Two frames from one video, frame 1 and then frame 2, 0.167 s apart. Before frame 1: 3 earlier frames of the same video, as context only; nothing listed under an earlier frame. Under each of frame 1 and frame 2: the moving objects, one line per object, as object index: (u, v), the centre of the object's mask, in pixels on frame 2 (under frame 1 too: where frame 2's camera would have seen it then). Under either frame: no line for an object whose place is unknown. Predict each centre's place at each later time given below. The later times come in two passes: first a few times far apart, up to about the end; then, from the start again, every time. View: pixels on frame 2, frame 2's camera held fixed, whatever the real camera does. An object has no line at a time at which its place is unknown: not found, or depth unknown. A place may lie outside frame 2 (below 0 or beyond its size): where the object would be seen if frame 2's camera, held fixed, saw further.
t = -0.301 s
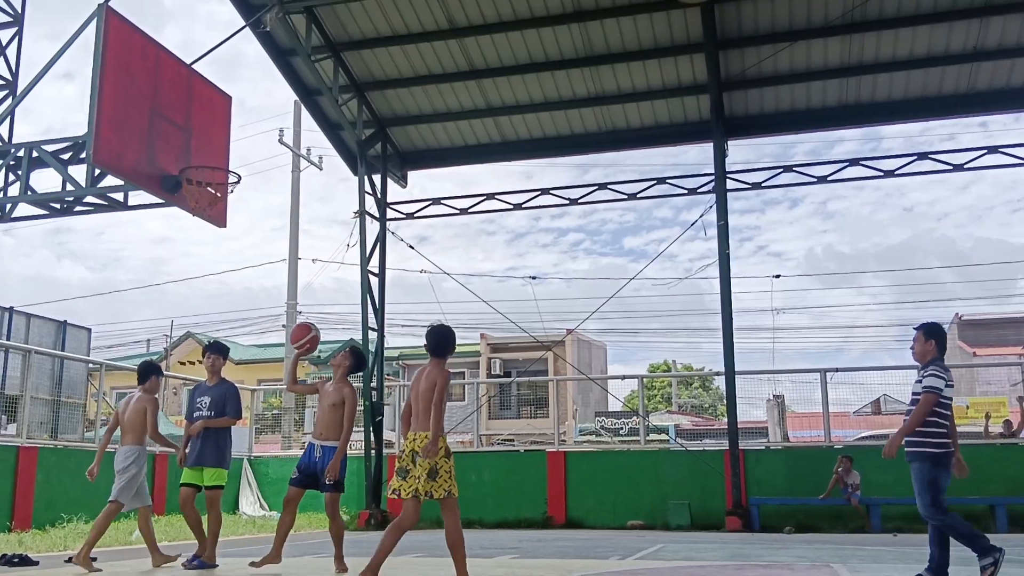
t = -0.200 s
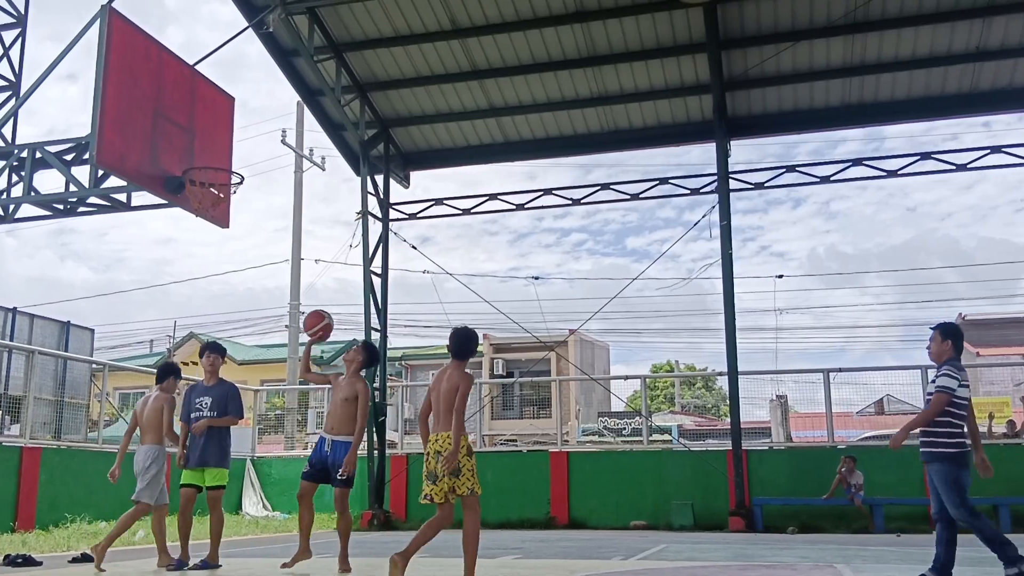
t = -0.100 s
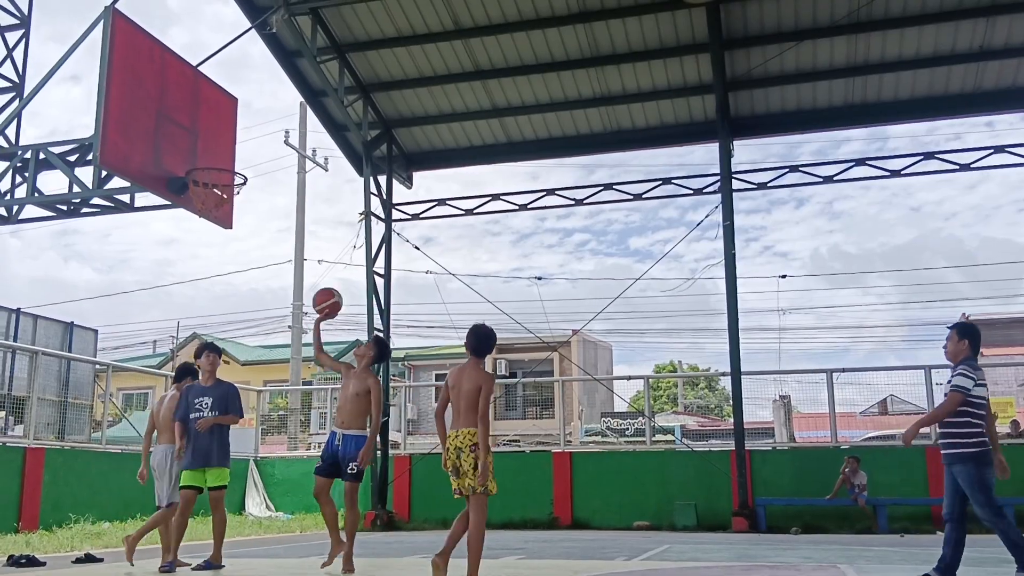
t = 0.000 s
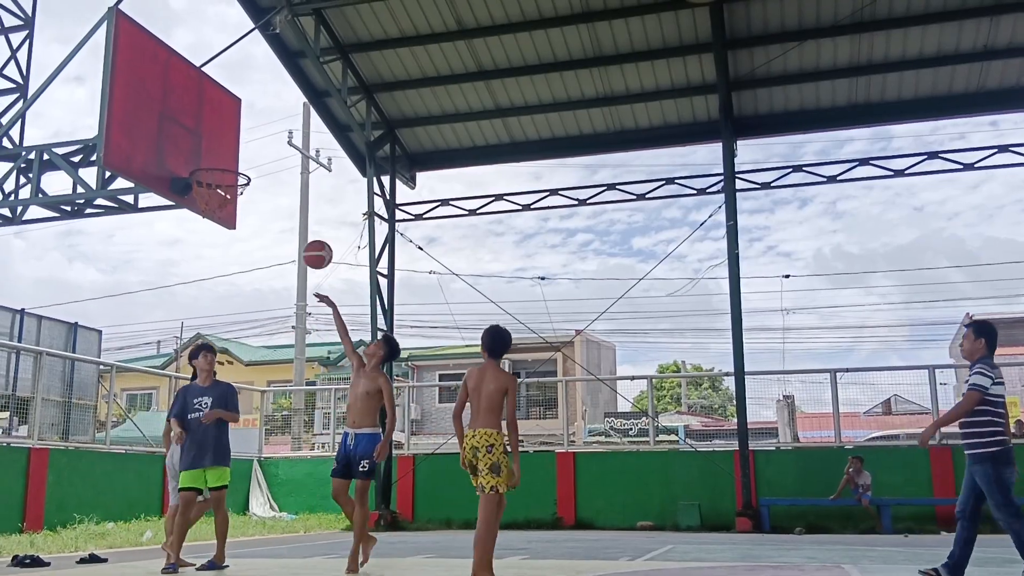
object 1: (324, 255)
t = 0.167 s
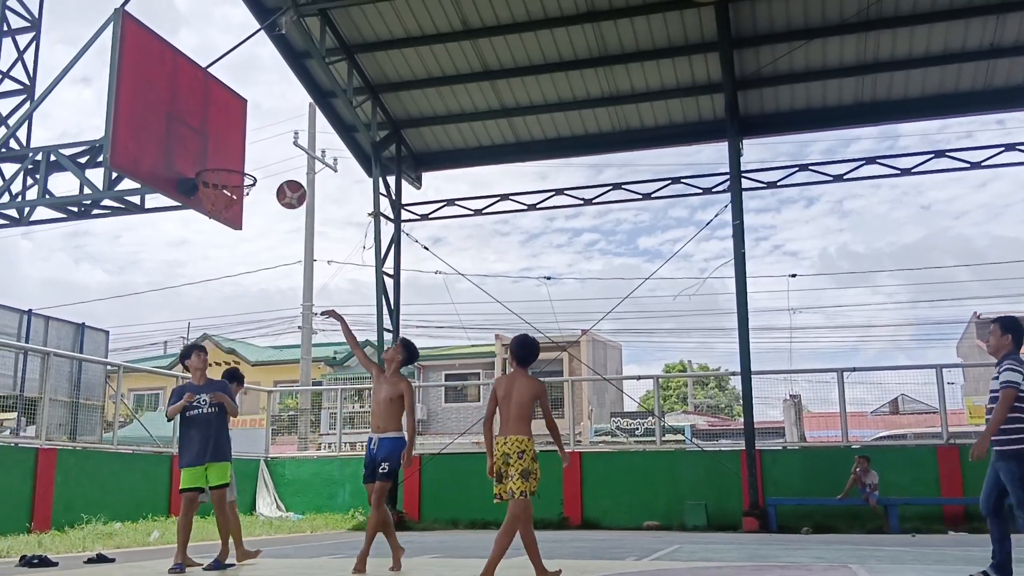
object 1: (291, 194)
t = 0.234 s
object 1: (278, 179)
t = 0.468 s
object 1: (275, 169)
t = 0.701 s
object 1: (281, 221)
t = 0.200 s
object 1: (285, 186)
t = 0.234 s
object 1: (278, 179)
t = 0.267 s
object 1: (272, 174)
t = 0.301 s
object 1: (270, 170)
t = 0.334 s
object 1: (271, 167)
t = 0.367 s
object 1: (272, 165)
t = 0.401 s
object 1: (273, 165)
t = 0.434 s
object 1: (274, 166)
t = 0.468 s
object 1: (275, 169)
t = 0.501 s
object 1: (276, 172)
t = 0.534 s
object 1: (277, 177)
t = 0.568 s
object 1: (278, 183)
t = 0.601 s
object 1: (279, 191)
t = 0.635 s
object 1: (279, 199)
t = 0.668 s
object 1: (280, 210)
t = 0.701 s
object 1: (281, 221)
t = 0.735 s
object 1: (281, 234)
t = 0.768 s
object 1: (282, 248)
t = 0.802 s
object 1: (282, 264)
